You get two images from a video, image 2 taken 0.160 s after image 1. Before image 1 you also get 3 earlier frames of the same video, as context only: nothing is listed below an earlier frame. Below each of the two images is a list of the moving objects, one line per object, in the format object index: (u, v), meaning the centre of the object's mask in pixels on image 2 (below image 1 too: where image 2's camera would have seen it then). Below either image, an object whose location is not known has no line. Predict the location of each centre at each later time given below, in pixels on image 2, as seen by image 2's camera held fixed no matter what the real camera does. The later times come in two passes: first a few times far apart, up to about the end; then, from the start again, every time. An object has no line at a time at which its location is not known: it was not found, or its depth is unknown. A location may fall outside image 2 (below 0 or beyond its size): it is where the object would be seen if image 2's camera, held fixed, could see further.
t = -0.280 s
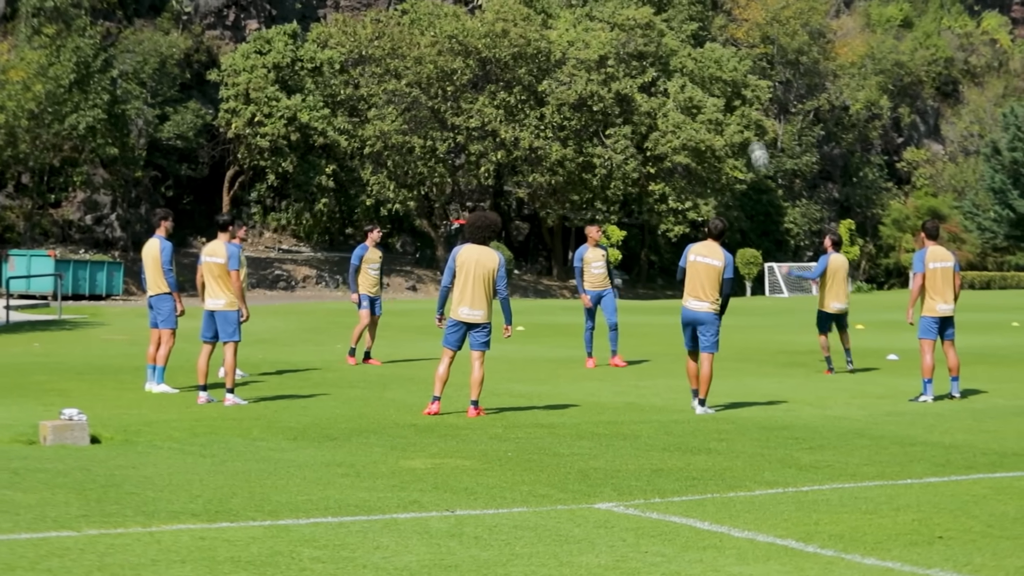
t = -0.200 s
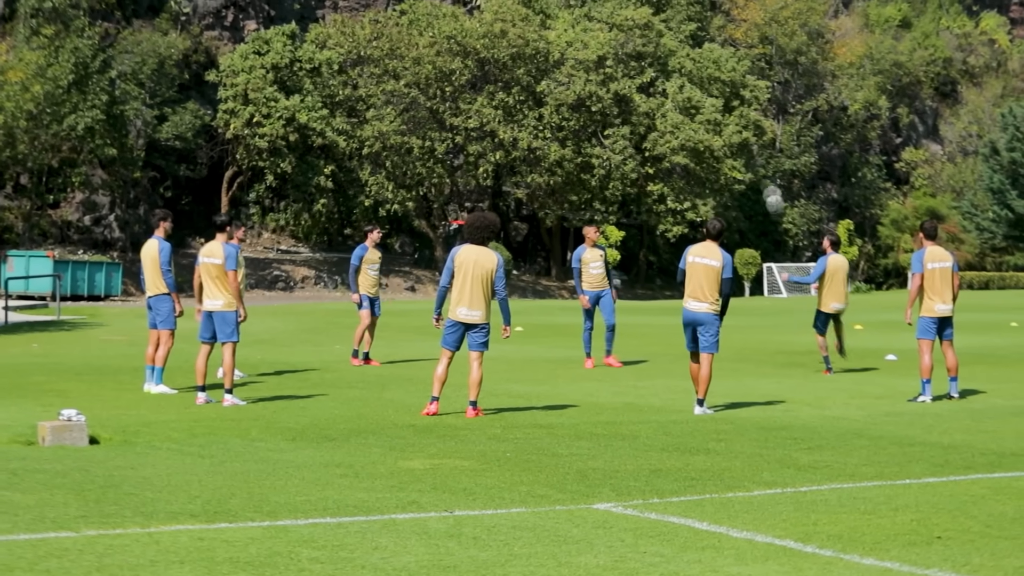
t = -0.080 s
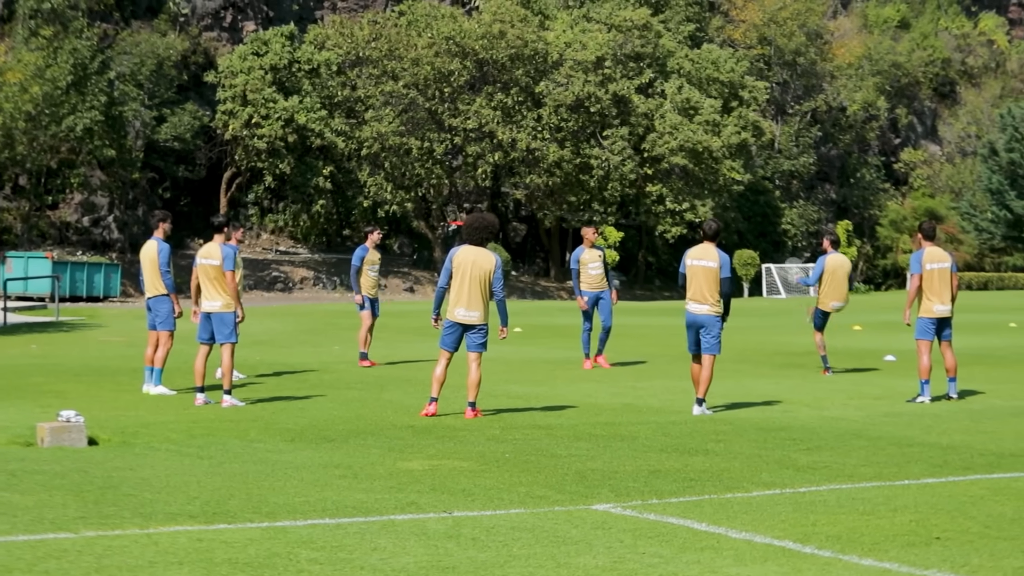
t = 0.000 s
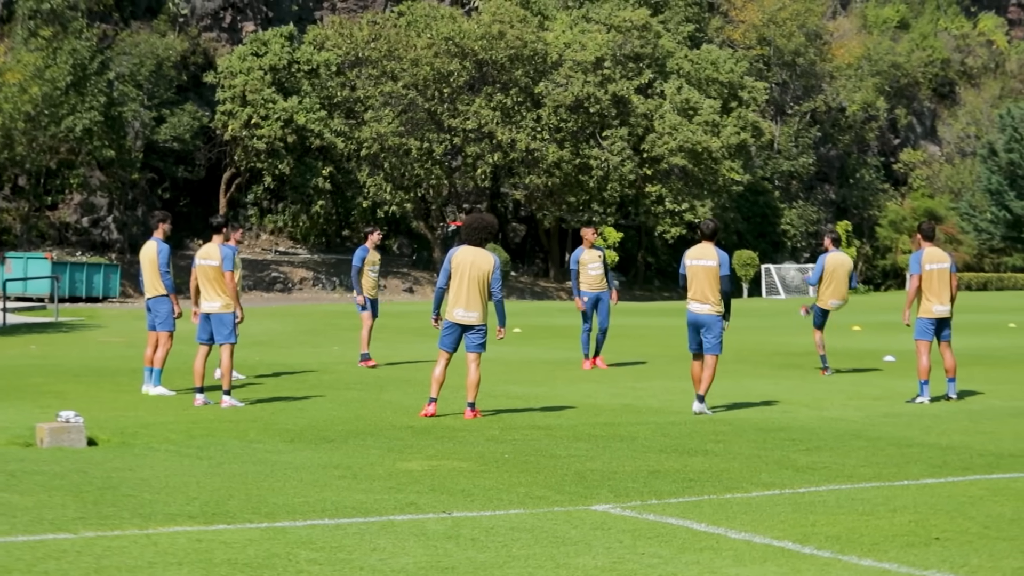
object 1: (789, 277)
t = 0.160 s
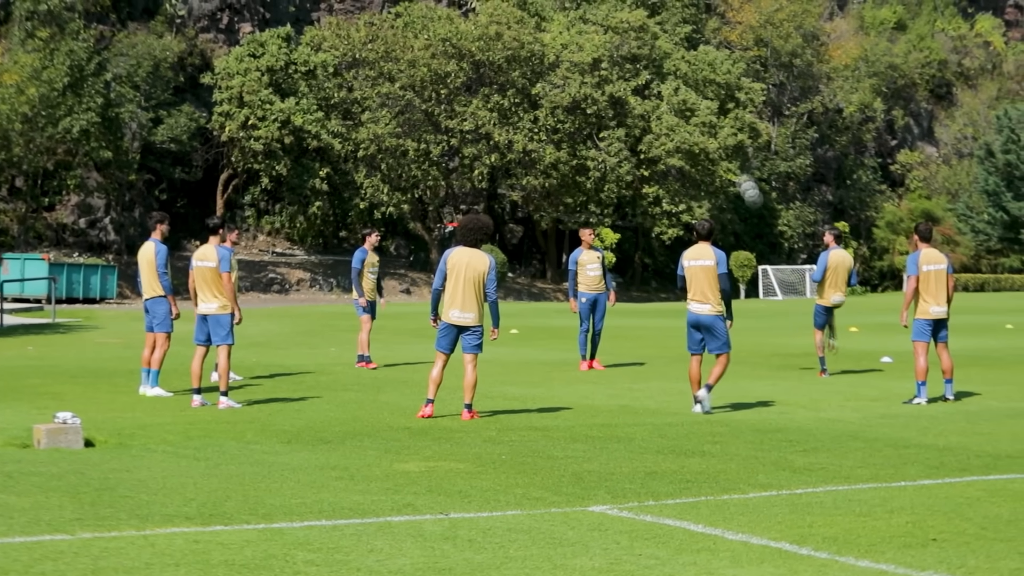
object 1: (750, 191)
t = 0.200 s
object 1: (739, 171)
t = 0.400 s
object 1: (685, 95)
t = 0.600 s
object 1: (628, 50)
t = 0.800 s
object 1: (569, 43)
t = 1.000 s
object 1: (504, 75)
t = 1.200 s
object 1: (438, 148)
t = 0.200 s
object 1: (739, 171)
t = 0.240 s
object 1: (729, 153)
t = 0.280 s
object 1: (719, 137)
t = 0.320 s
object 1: (707, 122)
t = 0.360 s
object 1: (696, 107)
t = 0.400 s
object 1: (685, 95)
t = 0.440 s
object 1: (674, 83)
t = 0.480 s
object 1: (662, 72)
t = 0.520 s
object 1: (650, 65)
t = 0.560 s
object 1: (639, 57)
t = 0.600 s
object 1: (628, 50)
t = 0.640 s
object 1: (617, 47)
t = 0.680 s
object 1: (604, 43)
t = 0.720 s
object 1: (592, 42)
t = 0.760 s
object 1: (580, 41)
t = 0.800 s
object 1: (569, 43)
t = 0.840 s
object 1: (555, 46)
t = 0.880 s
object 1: (543, 51)
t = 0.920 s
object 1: (530, 58)
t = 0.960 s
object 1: (517, 65)
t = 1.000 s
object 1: (504, 75)
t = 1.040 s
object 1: (490, 86)
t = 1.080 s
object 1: (479, 97)
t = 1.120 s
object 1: (464, 114)
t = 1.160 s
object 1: (451, 130)
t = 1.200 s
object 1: (438, 148)
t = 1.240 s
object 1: (423, 169)
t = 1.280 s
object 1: (411, 190)
